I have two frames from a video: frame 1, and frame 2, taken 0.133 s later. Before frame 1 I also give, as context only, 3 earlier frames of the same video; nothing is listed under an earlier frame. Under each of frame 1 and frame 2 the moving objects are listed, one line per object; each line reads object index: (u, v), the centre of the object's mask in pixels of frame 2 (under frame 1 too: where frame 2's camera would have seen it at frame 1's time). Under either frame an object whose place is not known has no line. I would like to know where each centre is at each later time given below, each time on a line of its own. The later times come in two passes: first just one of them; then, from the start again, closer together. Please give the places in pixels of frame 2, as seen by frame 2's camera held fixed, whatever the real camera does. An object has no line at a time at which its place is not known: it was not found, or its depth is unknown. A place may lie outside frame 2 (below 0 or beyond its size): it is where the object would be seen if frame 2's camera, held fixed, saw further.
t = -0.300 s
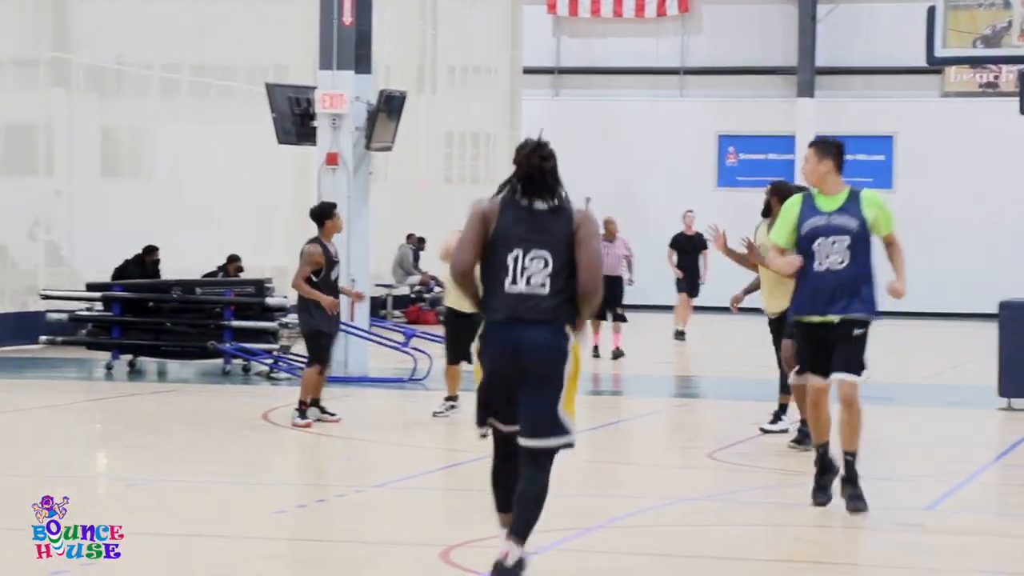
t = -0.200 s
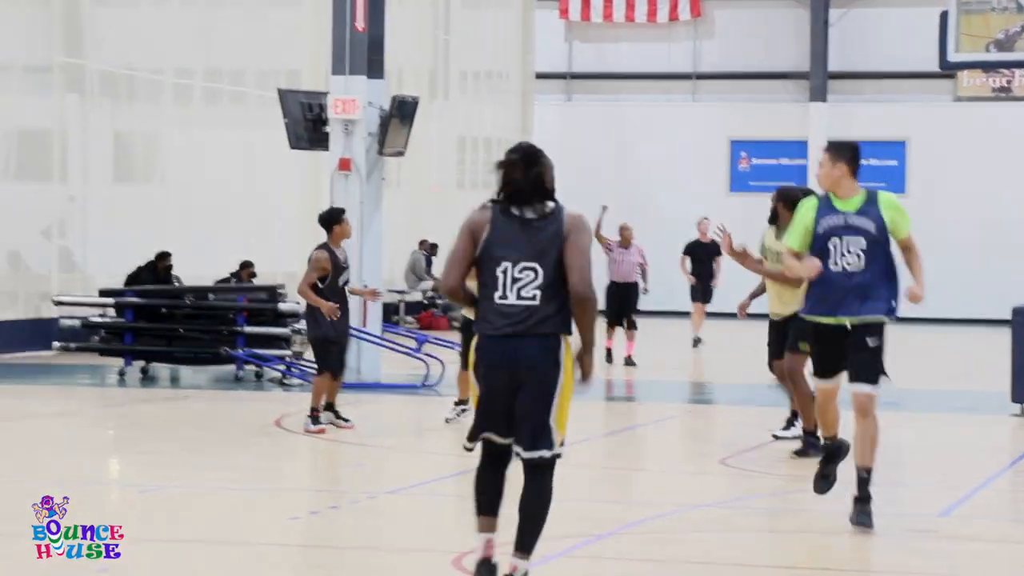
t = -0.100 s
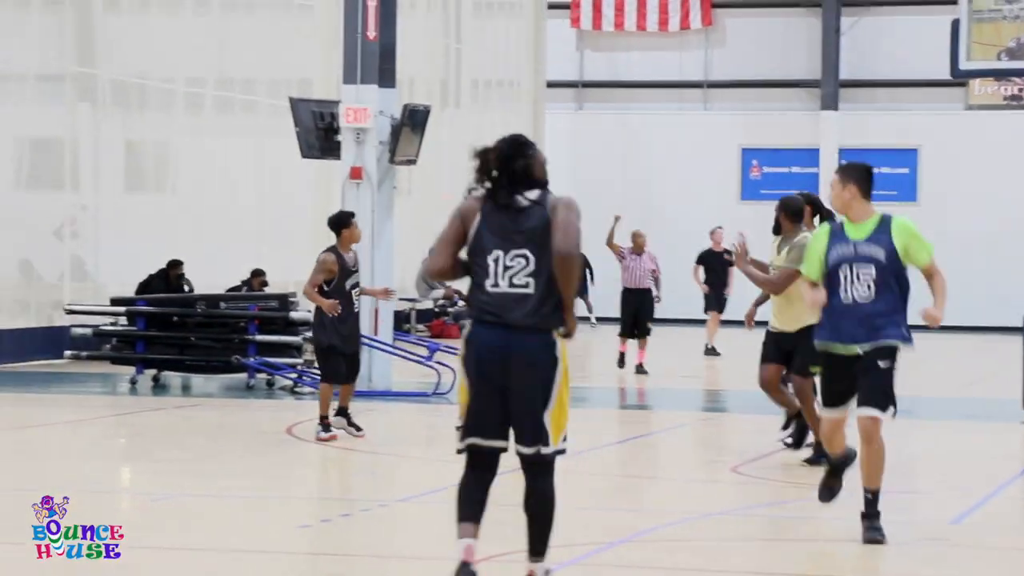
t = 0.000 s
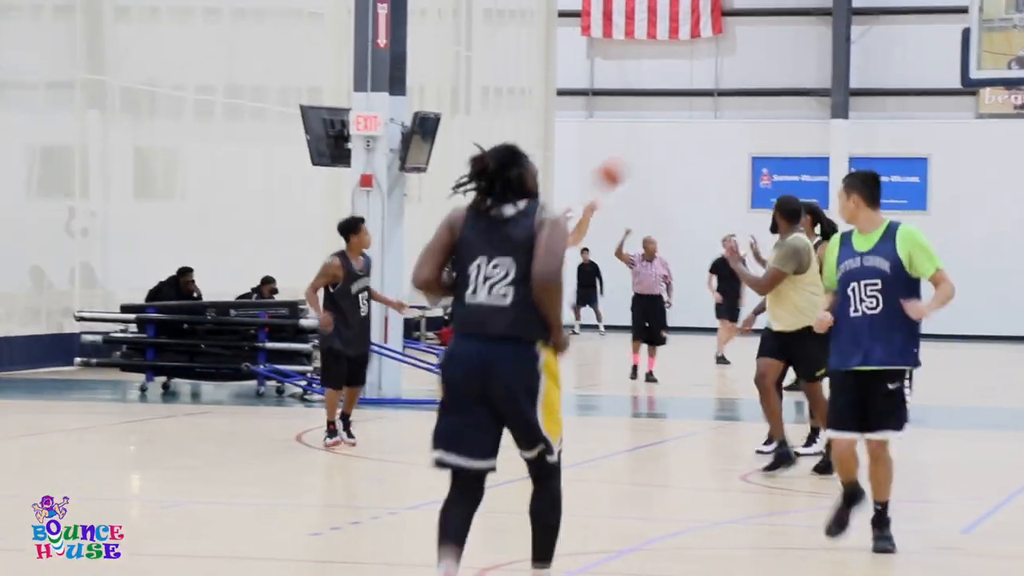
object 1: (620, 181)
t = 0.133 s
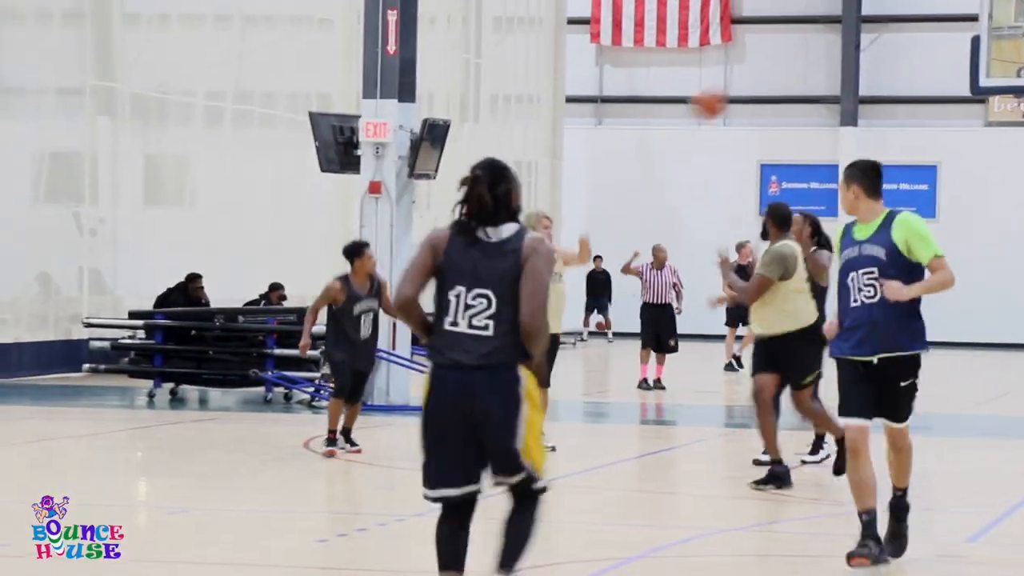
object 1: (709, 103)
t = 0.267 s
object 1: (803, 46)
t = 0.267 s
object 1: (803, 46)
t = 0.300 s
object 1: (829, 32)
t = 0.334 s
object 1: (853, 24)
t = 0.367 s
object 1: (876, 17)
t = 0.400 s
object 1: (901, 9)
